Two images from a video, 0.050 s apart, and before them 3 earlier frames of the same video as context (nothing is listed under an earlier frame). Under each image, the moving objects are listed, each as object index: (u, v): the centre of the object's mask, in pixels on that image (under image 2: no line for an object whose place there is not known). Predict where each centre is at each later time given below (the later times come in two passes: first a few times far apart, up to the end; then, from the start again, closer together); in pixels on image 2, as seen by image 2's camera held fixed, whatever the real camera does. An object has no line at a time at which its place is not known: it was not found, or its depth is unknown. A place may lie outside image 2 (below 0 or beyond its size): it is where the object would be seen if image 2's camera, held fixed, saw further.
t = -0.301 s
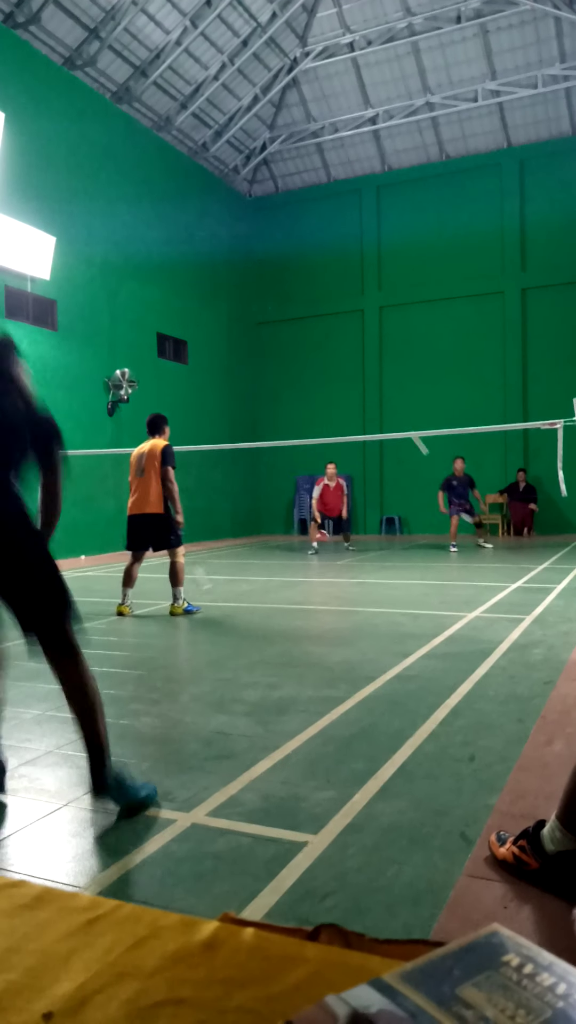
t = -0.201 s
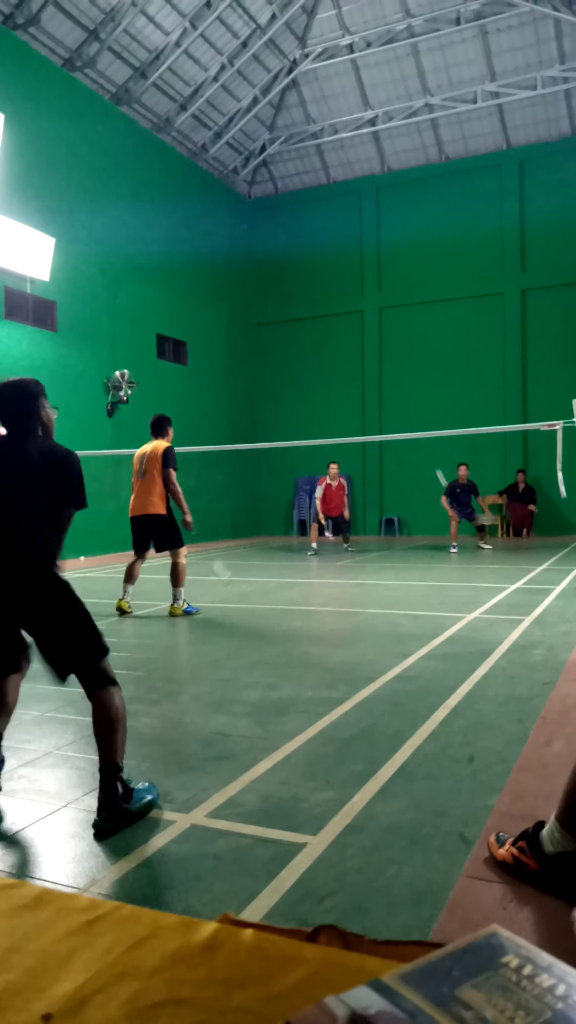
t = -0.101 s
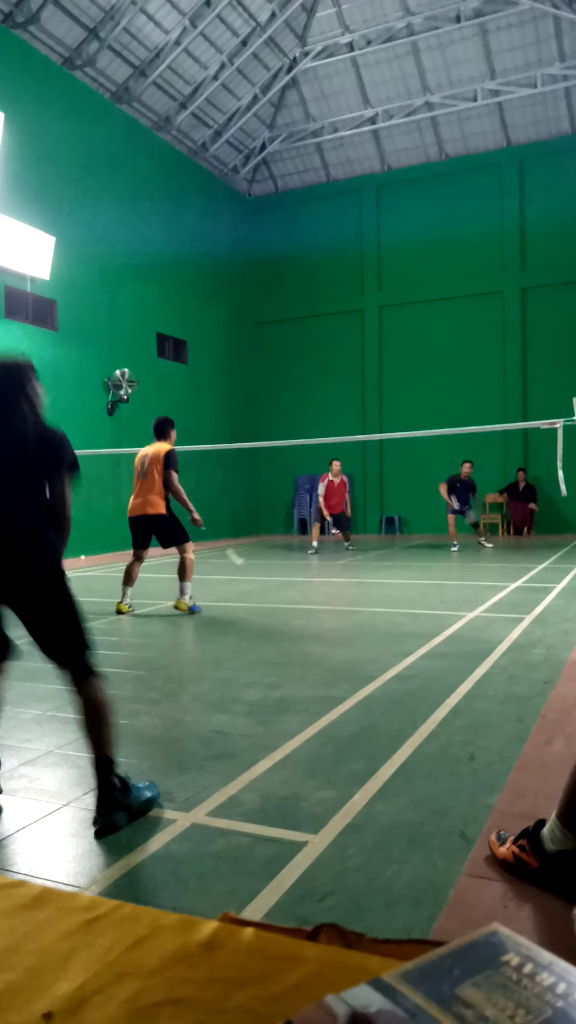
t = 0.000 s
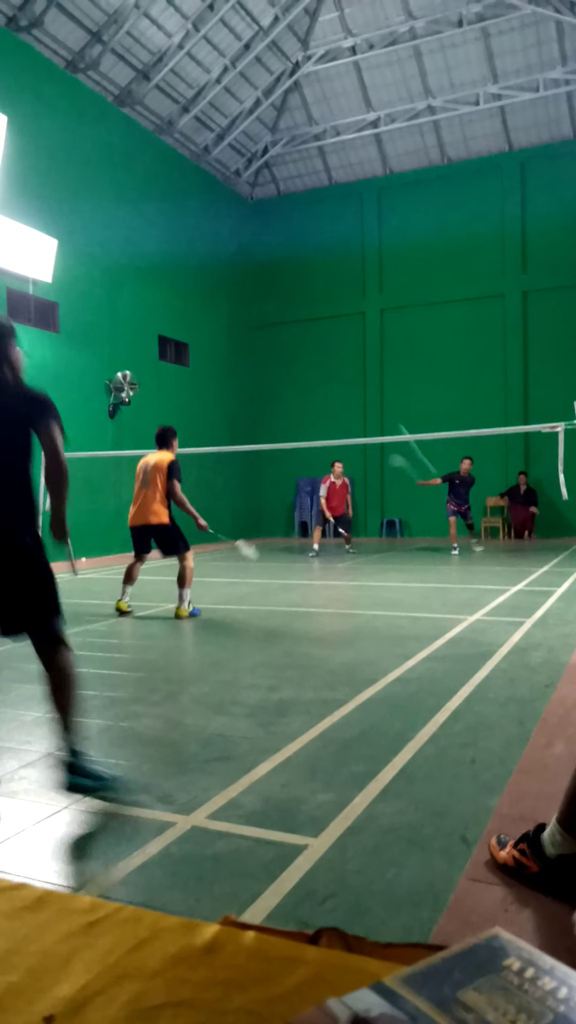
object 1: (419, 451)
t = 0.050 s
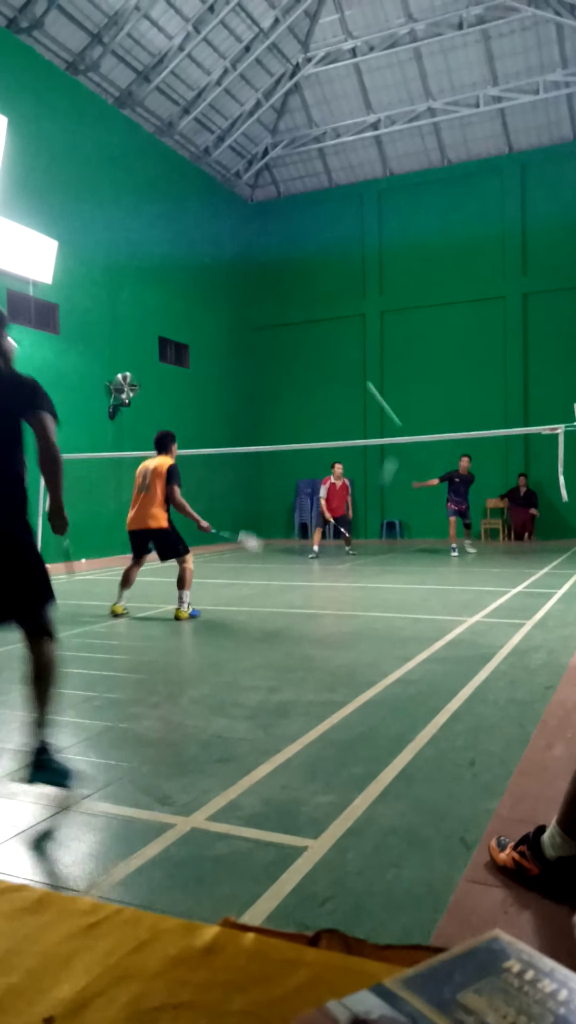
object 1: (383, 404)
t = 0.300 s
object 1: (233, 234)
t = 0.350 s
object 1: (204, 211)
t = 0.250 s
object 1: (263, 263)
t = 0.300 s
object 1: (233, 234)
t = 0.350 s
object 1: (204, 211)
